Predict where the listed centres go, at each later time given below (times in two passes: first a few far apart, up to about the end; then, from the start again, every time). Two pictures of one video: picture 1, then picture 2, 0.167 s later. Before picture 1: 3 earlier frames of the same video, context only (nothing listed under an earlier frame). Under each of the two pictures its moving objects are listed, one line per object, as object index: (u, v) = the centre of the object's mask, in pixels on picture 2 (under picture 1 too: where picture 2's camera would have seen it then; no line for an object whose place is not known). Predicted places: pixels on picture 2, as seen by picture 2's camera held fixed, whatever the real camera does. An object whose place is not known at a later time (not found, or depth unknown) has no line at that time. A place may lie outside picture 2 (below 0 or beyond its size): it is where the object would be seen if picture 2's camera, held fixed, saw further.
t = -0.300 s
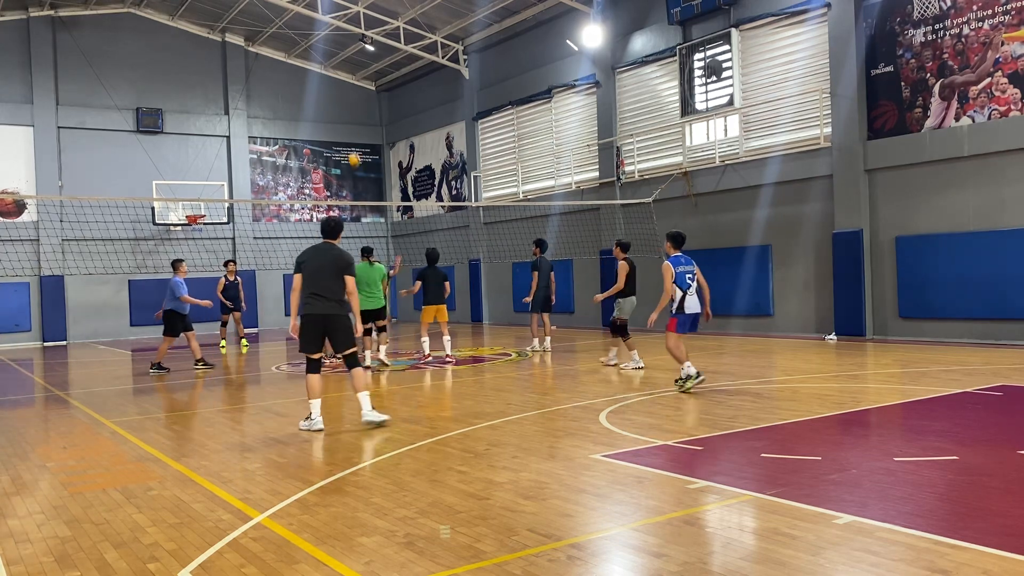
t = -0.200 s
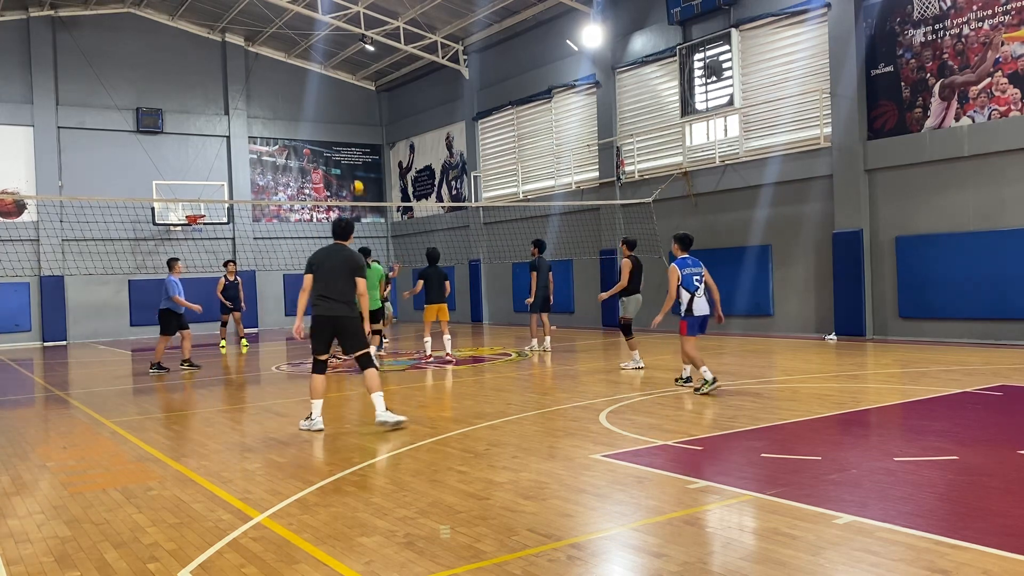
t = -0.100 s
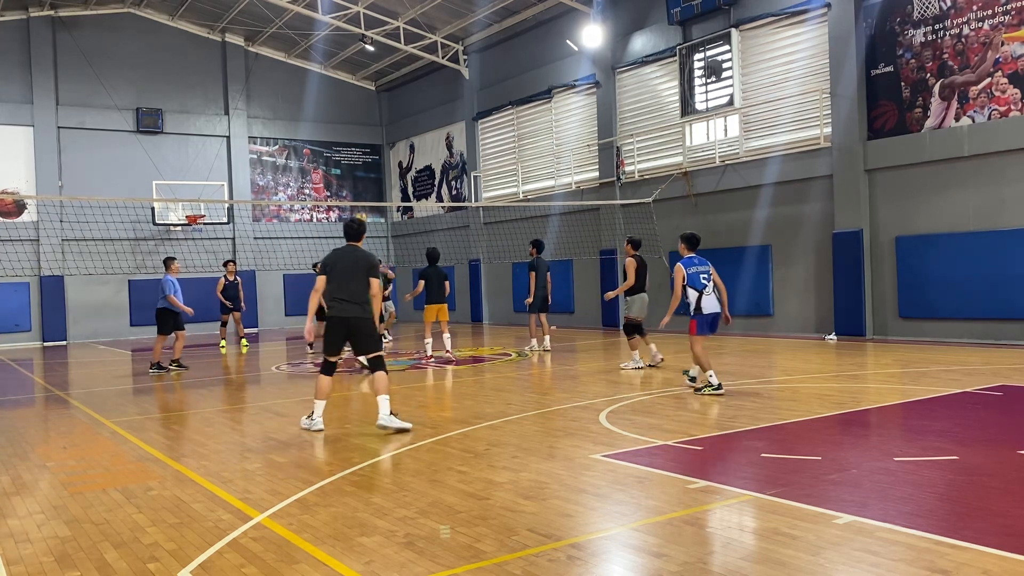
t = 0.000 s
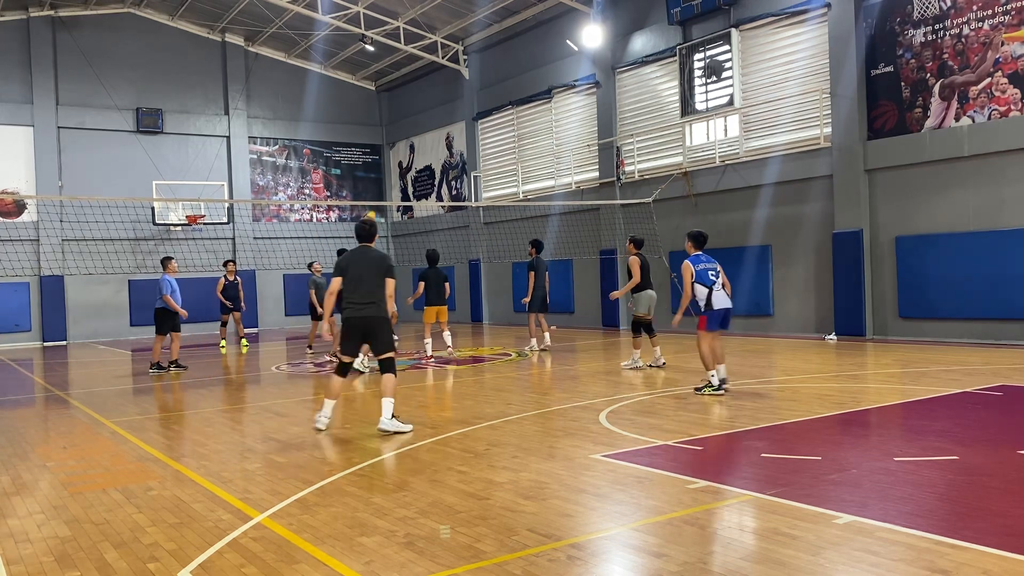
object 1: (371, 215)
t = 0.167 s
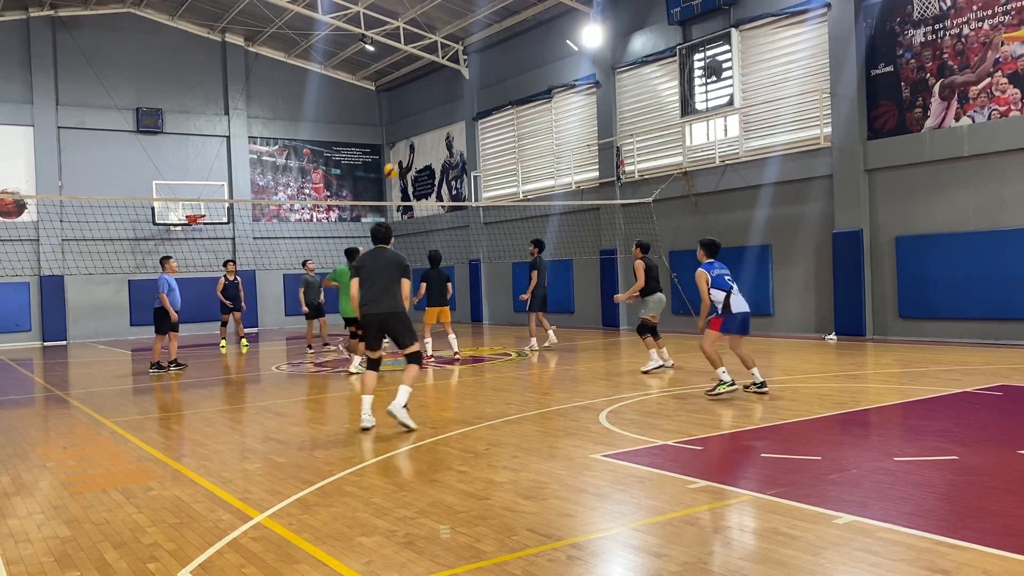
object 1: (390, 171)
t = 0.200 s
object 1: (396, 162)
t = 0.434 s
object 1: (439, 121)
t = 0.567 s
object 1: (471, 114)
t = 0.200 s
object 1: (396, 162)
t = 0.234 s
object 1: (401, 154)
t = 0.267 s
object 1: (407, 147)
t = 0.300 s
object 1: (412, 141)
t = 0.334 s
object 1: (419, 134)
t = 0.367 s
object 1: (426, 129)
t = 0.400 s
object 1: (432, 124)
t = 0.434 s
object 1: (439, 121)
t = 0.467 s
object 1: (446, 118)
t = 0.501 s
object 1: (455, 115)
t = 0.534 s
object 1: (463, 114)
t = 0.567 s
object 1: (471, 114)
